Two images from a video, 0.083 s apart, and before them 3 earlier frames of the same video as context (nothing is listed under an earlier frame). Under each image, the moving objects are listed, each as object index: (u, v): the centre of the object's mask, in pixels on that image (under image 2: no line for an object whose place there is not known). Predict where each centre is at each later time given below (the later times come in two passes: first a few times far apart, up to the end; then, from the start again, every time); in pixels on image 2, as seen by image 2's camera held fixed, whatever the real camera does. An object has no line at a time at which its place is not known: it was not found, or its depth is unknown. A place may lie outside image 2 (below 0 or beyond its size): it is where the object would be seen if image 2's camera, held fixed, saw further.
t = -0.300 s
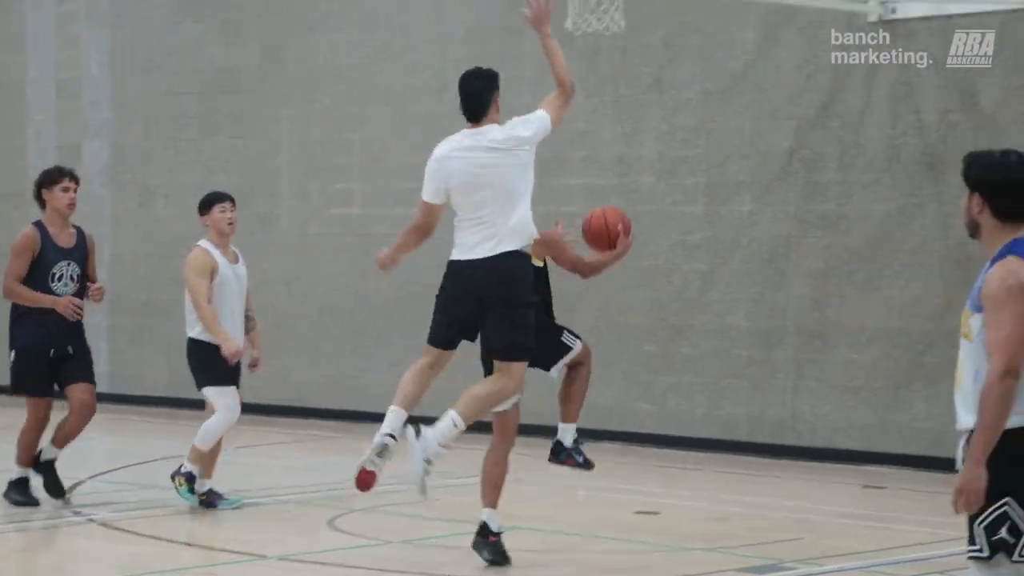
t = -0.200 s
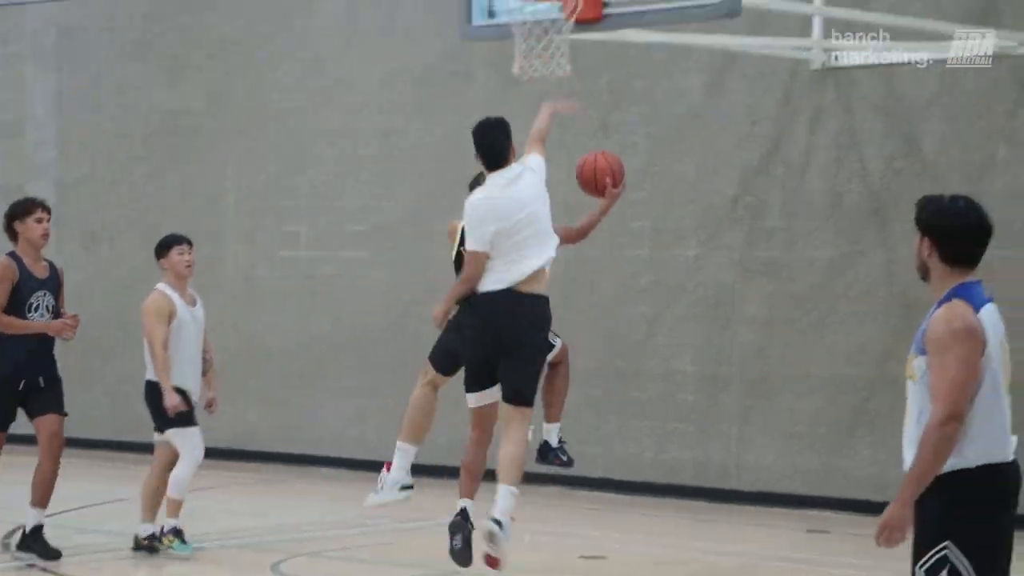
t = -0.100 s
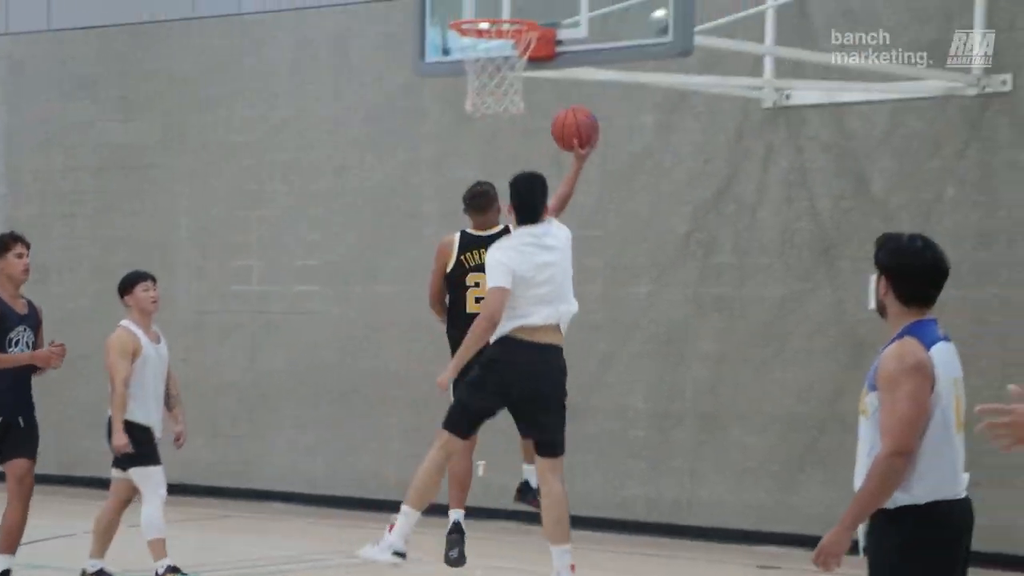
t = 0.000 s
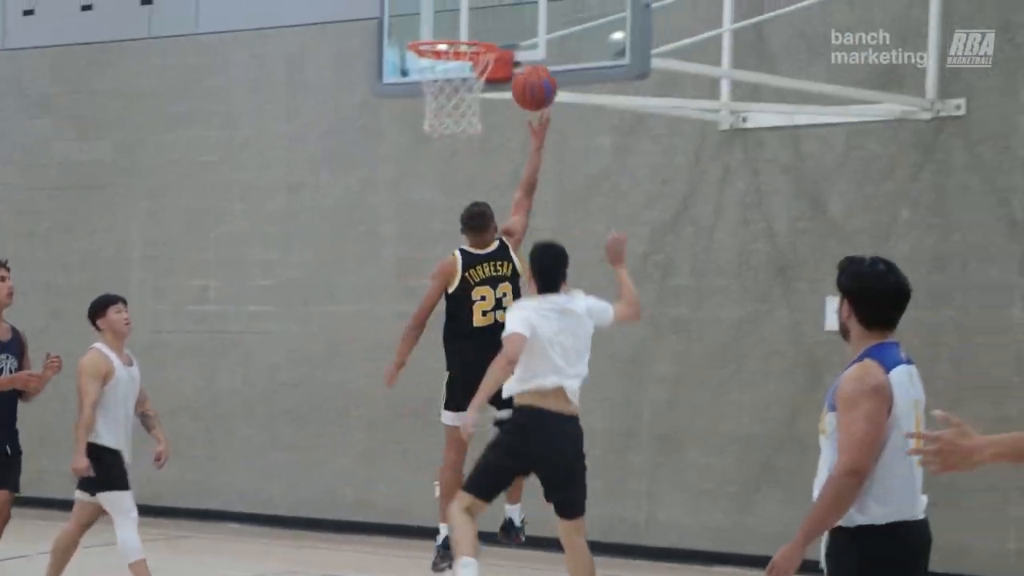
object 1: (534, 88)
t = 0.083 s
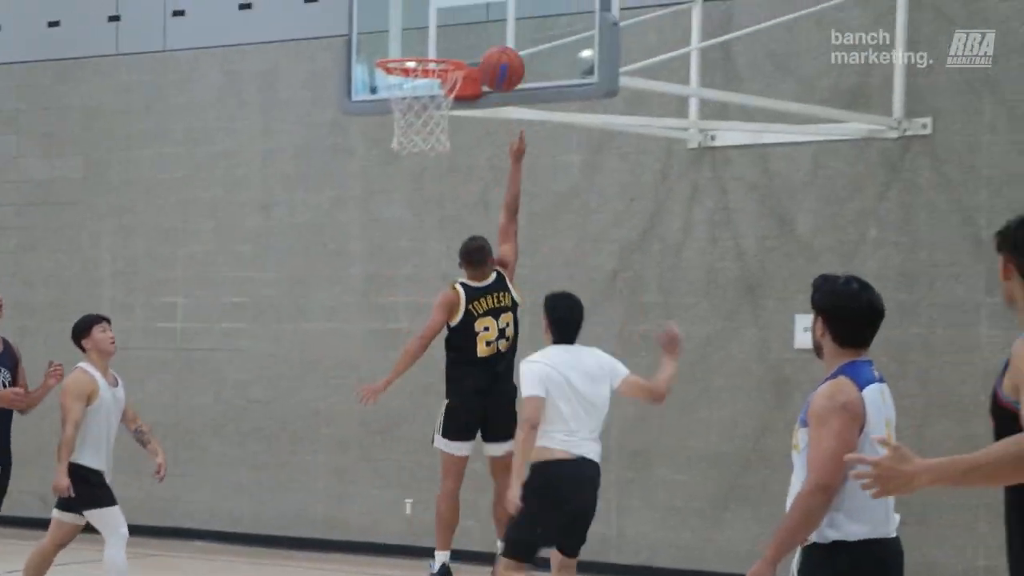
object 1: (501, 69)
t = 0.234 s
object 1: (488, 38)
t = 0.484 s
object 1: (403, 70)
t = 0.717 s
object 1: (451, 182)
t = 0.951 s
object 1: (486, 380)
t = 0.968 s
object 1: (488, 397)
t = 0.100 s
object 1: (500, 63)
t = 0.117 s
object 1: (501, 58)
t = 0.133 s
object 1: (500, 53)
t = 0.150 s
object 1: (500, 49)
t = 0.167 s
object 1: (499, 46)
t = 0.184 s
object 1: (499, 43)
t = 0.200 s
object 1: (499, 42)
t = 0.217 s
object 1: (494, 40)
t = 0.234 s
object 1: (488, 38)
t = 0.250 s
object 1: (482, 36)
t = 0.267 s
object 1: (476, 36)
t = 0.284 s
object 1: (469, 35)
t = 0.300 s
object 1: (463, 35)
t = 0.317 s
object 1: (458, 36)
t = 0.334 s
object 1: (452, 38)
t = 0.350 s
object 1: (445, 39)
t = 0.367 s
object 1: (440, 40)
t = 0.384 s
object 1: (433, 42)
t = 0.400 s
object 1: (427, 43)
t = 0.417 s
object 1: (421, 45)
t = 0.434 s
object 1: (415, 47)
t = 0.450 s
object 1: (408, 60)
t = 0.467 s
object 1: (401, 65)
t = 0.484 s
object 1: (403, 70)
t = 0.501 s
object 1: (408, 78)
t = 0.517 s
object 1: (410, 84)
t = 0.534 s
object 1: (413, 89)
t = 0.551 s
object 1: (419, 97)
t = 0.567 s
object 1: (423, 103)
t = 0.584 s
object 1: (427, 112)
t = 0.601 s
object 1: (430, 120)
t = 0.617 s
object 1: (434, 127)
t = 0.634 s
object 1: (437, 135)
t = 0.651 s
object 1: (440, 145)
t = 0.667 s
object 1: (443, 155)
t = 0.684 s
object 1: (446, 164)
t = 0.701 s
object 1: (448, 173)
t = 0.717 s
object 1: (451, 182)
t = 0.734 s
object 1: (454, 194)
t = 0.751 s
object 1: (456, 205)
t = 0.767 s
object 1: (459, 217)
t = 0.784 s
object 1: (461, 229)
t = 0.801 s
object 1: (464, 242)
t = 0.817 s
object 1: (466, 255)
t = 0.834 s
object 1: (469, 269)
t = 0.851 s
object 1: (471, 283)
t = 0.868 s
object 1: (473, 298)
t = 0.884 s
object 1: (476, 313)
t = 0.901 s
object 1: (478, 329)
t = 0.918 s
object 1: (480, 346)
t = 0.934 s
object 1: (483, 362)
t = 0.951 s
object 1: (486, 380)
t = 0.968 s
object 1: (488, 397)
